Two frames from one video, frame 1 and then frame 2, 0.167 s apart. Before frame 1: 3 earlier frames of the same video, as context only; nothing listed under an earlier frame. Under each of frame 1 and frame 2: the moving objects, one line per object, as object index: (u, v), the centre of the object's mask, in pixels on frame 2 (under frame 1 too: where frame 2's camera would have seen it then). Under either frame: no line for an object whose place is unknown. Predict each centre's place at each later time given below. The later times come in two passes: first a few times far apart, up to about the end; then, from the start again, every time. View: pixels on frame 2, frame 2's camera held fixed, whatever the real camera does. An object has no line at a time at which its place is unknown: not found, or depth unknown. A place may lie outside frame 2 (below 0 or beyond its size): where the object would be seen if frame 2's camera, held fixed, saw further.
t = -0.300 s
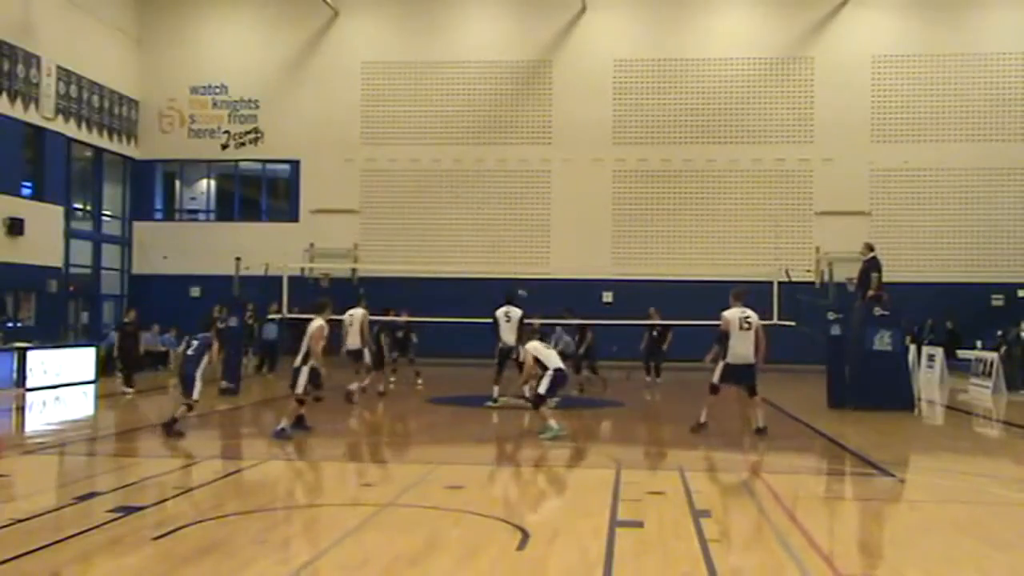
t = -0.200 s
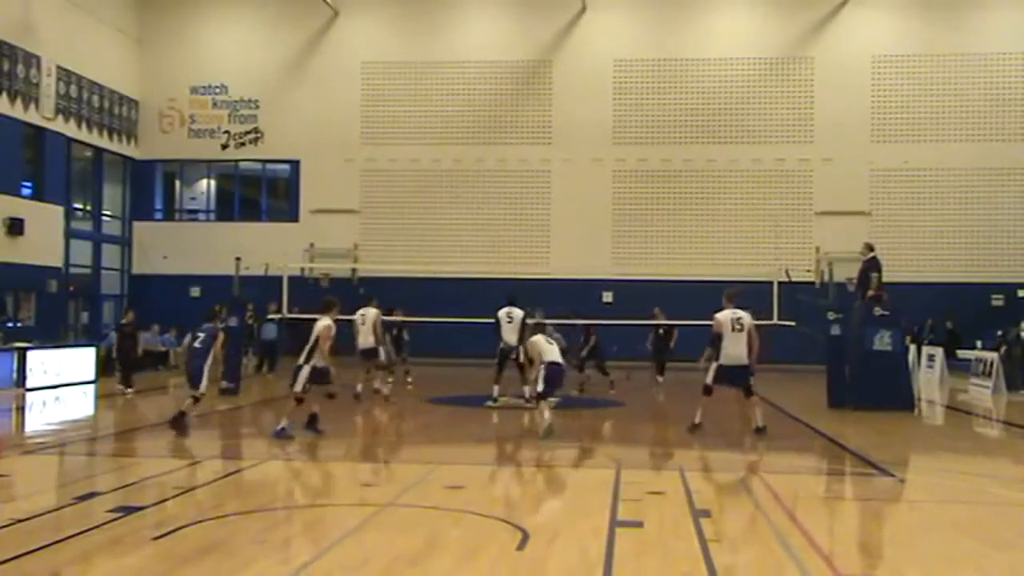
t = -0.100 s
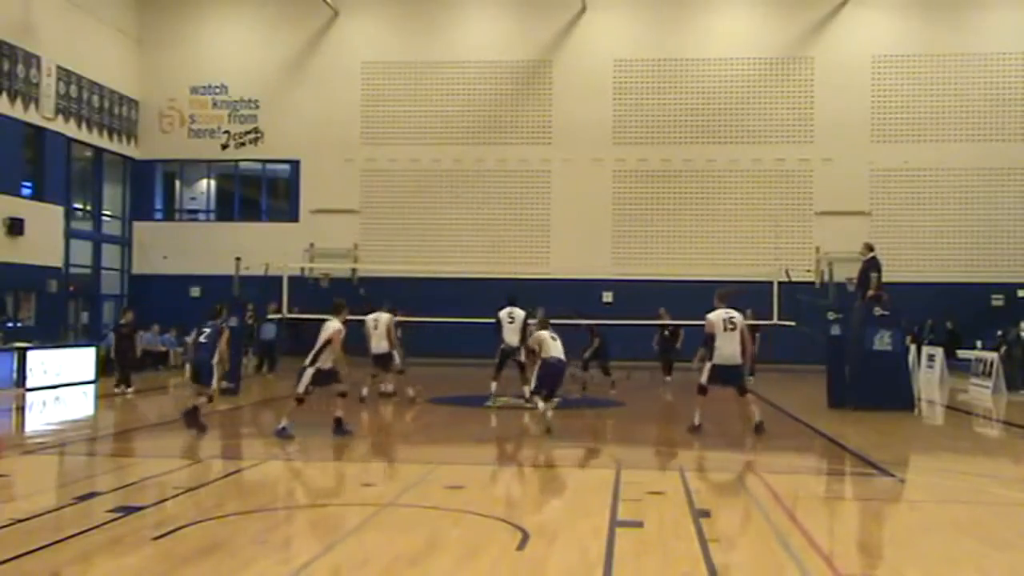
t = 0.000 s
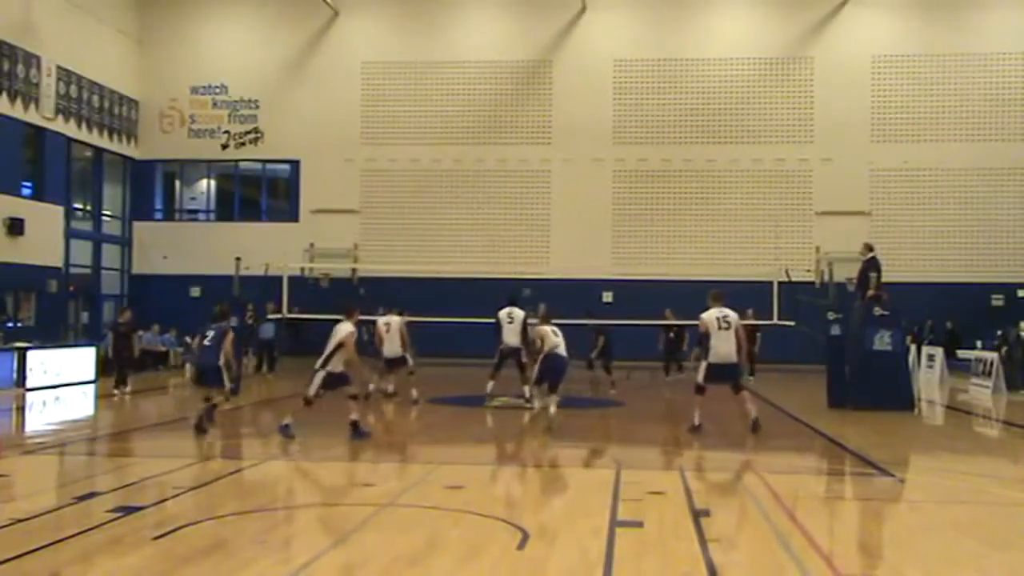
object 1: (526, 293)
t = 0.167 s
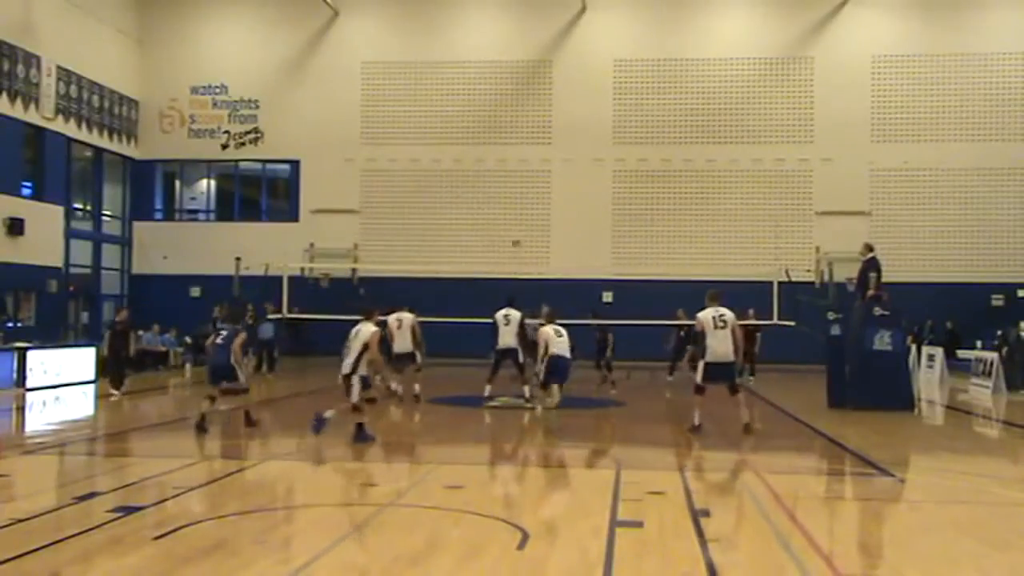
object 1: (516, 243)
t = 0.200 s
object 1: (513, 233)
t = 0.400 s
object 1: (502, 193)
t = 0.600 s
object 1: (489, 167)
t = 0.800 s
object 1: (477, 159)
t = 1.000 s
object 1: (464, 170)
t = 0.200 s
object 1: (513, 233)
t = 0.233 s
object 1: (512, 226)
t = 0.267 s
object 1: (510, 218)
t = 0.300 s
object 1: (508, 211)
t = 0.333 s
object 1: (506, 204)
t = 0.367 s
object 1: (504, 198)
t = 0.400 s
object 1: (502, 193)
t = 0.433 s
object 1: (500, 187)
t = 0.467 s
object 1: (498, 182)
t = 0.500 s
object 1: (495, 177)
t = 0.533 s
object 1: (493, 172)
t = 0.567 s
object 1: (491, 170)
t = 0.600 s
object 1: (489, 167)
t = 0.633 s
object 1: (487, 166)
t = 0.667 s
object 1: (484, 163)
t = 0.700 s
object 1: (483, 161)
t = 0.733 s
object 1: (481, 160)
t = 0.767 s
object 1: (478, 159)
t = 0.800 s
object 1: (477, 159)
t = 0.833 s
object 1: (476, 159)
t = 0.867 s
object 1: (473, 161)
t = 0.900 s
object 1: (471, 162)
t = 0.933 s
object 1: (467, 165)
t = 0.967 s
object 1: (466, 167)
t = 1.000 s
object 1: (464, 170)
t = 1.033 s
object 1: (461, 172)
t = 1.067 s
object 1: (460, 176)
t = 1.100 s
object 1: (458, 179)
